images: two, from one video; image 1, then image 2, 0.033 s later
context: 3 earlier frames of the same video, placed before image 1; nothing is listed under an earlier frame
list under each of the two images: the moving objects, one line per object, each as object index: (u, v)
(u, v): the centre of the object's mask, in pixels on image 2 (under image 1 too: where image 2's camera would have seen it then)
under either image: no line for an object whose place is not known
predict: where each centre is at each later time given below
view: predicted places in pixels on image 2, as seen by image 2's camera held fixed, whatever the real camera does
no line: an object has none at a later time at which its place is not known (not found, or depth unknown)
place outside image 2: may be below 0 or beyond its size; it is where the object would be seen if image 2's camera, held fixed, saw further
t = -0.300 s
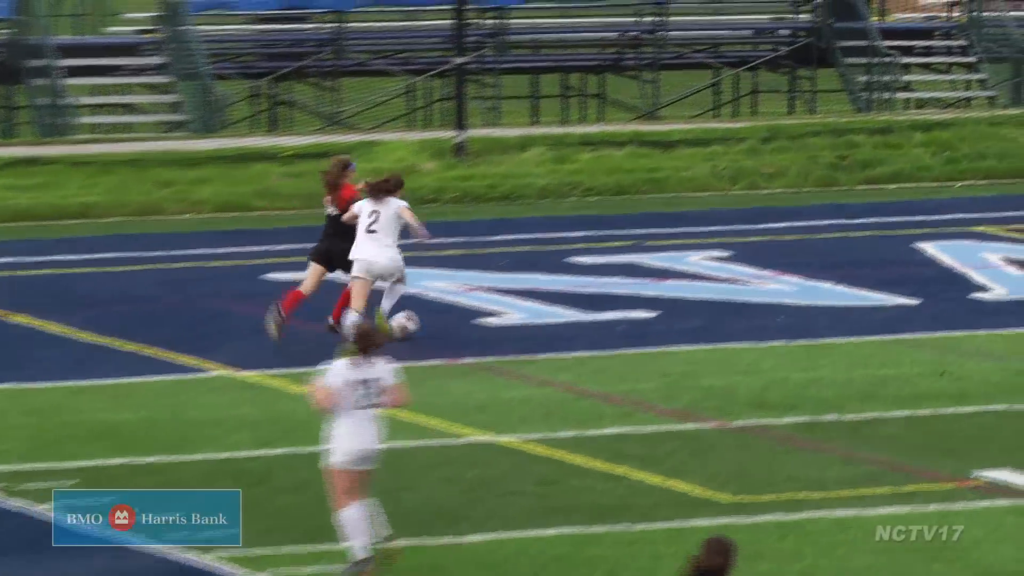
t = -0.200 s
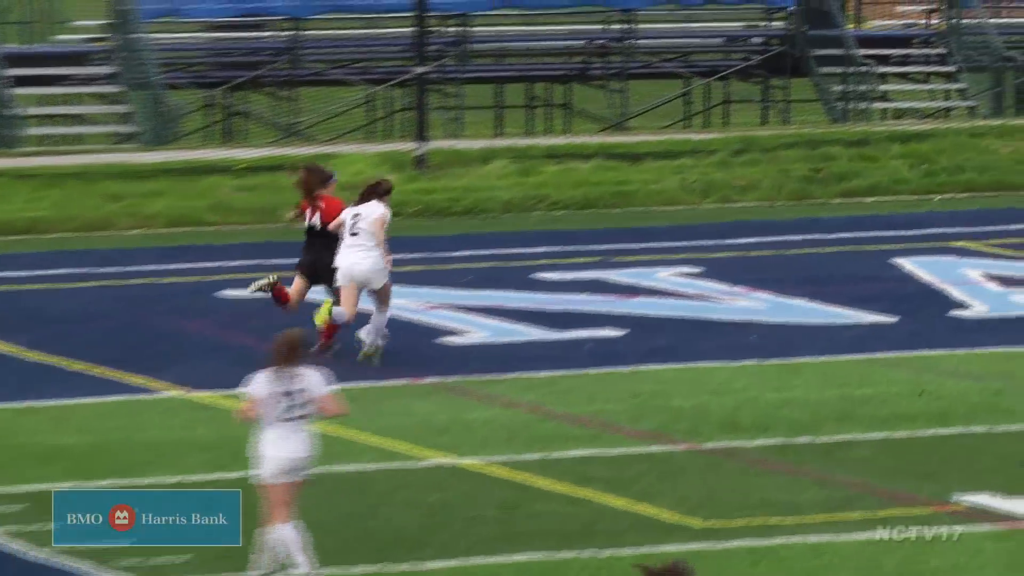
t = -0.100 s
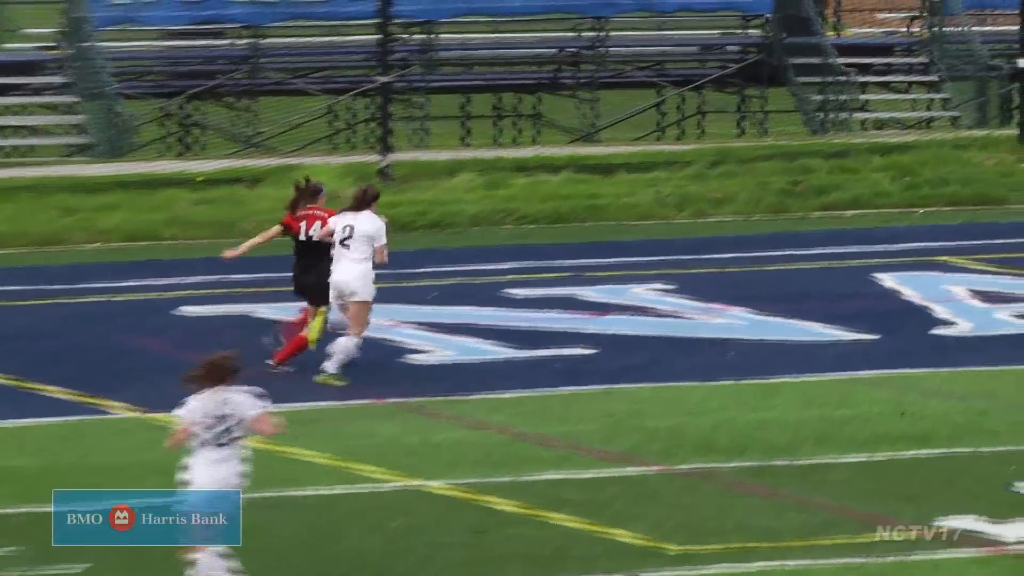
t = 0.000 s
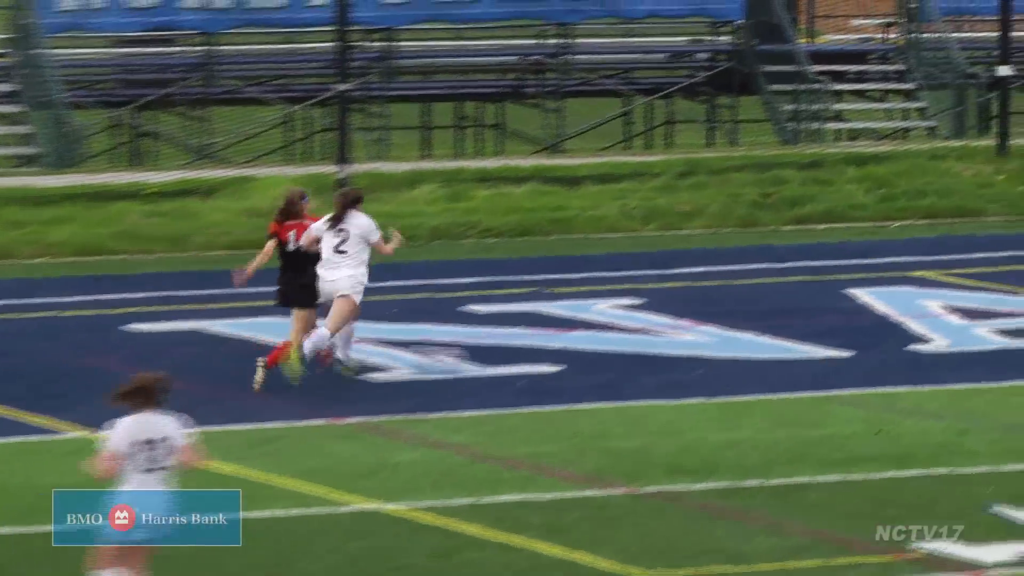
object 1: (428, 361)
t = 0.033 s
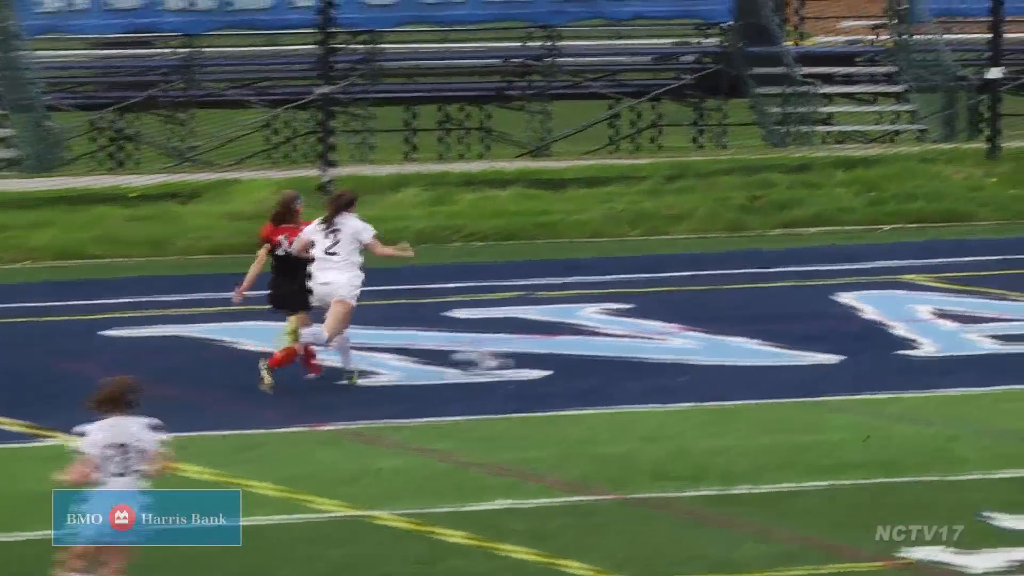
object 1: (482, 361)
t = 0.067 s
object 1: (543, 360)
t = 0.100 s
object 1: (606, 360)
